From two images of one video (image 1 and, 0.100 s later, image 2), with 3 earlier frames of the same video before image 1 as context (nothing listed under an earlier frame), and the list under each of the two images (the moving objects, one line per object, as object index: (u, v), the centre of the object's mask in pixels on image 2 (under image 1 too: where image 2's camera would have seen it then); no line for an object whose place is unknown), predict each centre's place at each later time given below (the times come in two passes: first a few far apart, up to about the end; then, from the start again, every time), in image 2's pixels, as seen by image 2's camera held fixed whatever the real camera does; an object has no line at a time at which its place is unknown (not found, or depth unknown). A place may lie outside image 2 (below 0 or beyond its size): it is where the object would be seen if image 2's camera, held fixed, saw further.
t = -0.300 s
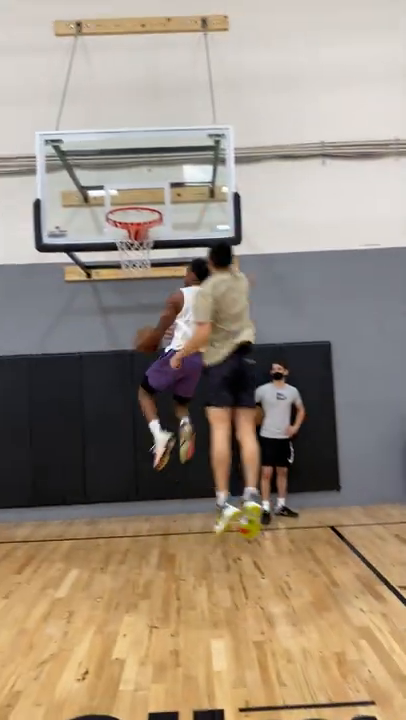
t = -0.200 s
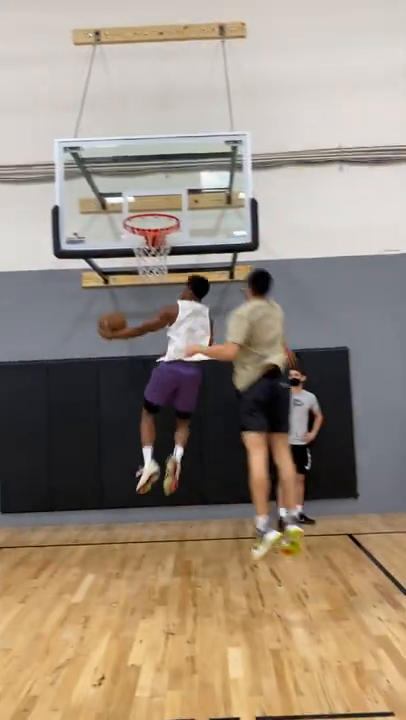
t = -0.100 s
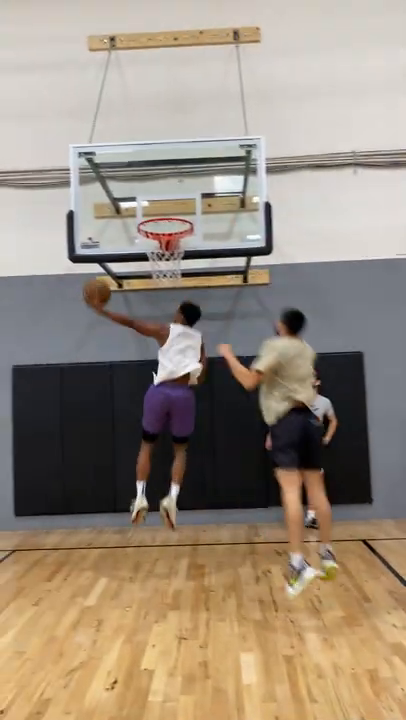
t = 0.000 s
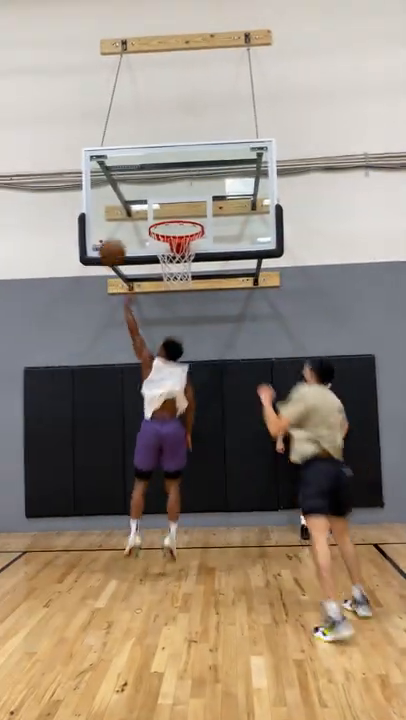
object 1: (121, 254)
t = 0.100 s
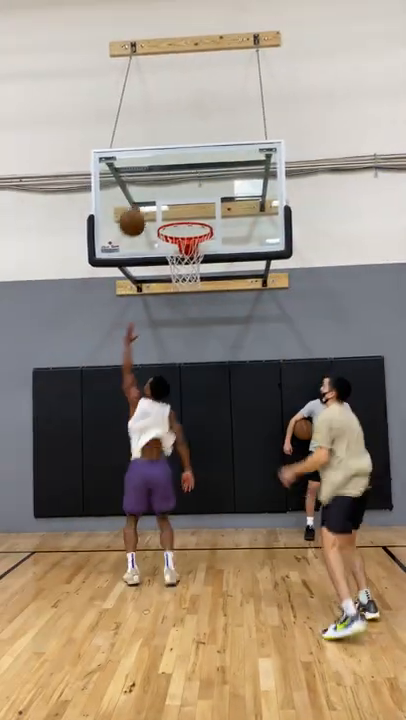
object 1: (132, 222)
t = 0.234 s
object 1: (145, 201)
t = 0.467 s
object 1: (169, 212)
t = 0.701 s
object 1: (192, 278)
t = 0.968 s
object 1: (211, 404)
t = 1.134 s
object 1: (225, 526)
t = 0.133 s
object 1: (135, 215)
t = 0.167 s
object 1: (138, 209)
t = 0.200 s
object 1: (142, 204)
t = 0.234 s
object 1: (145, 201)
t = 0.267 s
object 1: (148, 199)
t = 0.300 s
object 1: (152, 198)
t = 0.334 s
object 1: (155, 199)
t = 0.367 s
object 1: (158, 201)
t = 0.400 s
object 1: (162, 203)
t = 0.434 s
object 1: (166, 208)
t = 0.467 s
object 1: (169, 212)
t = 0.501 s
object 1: (173, 220)
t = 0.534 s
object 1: (176, 229)
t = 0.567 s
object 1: (179, 236)
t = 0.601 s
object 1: (184, 249)
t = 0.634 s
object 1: (187, 259)
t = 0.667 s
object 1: (190, 266)
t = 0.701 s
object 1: (192, 278)
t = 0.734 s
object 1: (195, 290)
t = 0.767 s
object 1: (197, 302)
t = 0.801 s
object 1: (199, 314)
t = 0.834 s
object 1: (201, 330)
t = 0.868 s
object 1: (203, 346)
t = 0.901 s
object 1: (206, 365)
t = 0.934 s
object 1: (208, 383)
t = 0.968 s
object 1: (211, 404)
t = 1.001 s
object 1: (213, 426)
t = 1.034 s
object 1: (216, 450)
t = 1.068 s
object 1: (219, 474)
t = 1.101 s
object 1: (222, 499)
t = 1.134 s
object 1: (225, 526)
